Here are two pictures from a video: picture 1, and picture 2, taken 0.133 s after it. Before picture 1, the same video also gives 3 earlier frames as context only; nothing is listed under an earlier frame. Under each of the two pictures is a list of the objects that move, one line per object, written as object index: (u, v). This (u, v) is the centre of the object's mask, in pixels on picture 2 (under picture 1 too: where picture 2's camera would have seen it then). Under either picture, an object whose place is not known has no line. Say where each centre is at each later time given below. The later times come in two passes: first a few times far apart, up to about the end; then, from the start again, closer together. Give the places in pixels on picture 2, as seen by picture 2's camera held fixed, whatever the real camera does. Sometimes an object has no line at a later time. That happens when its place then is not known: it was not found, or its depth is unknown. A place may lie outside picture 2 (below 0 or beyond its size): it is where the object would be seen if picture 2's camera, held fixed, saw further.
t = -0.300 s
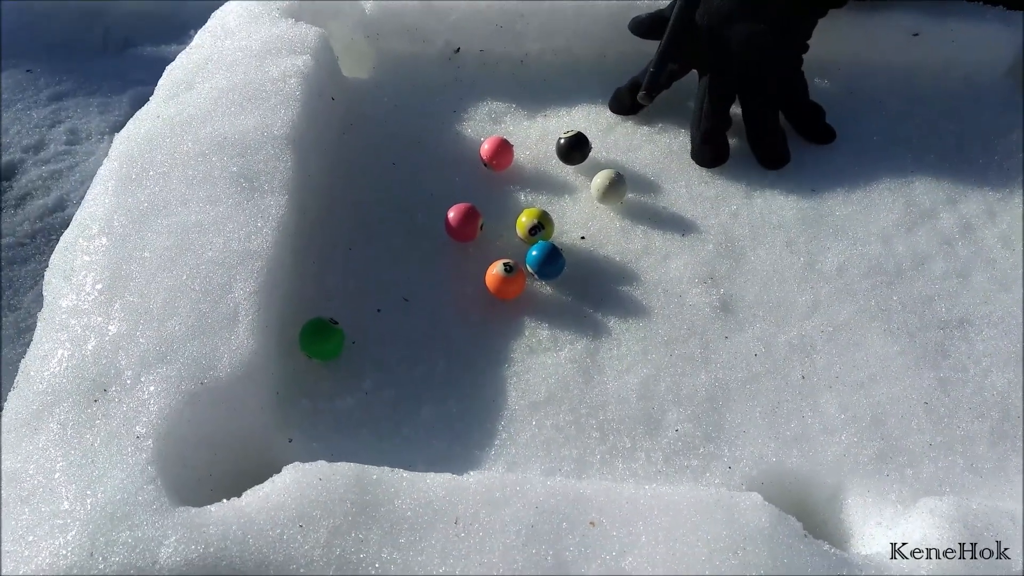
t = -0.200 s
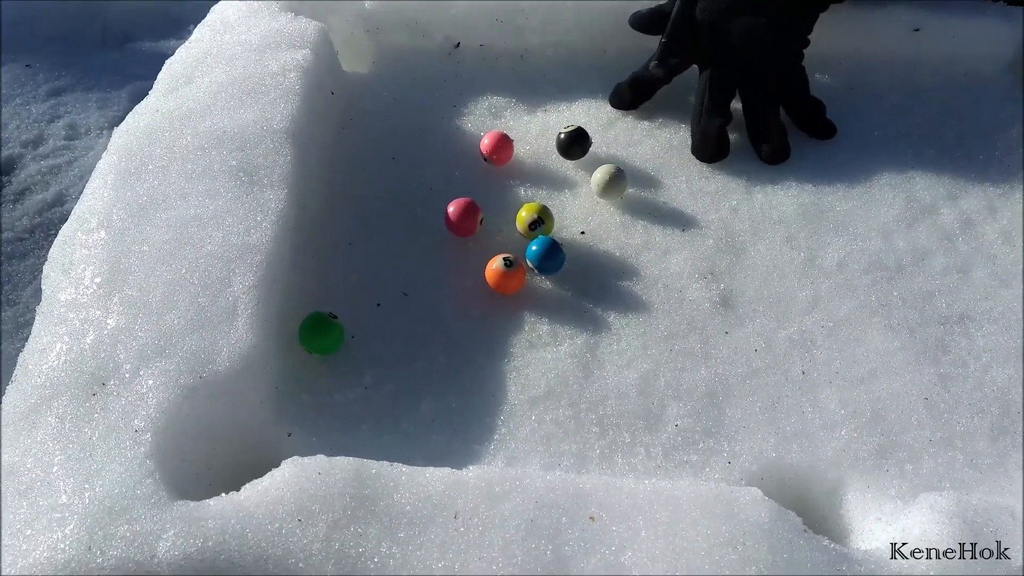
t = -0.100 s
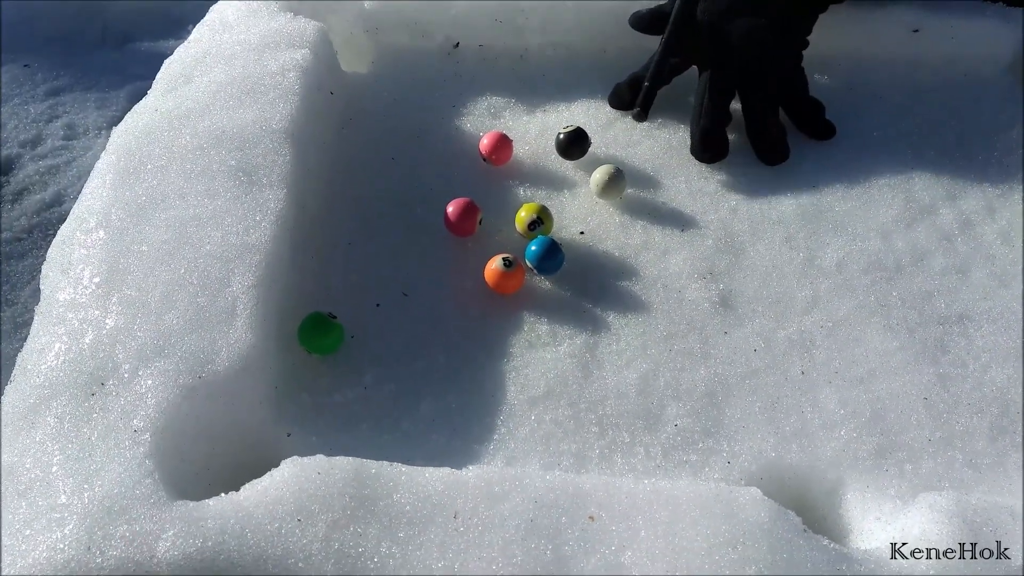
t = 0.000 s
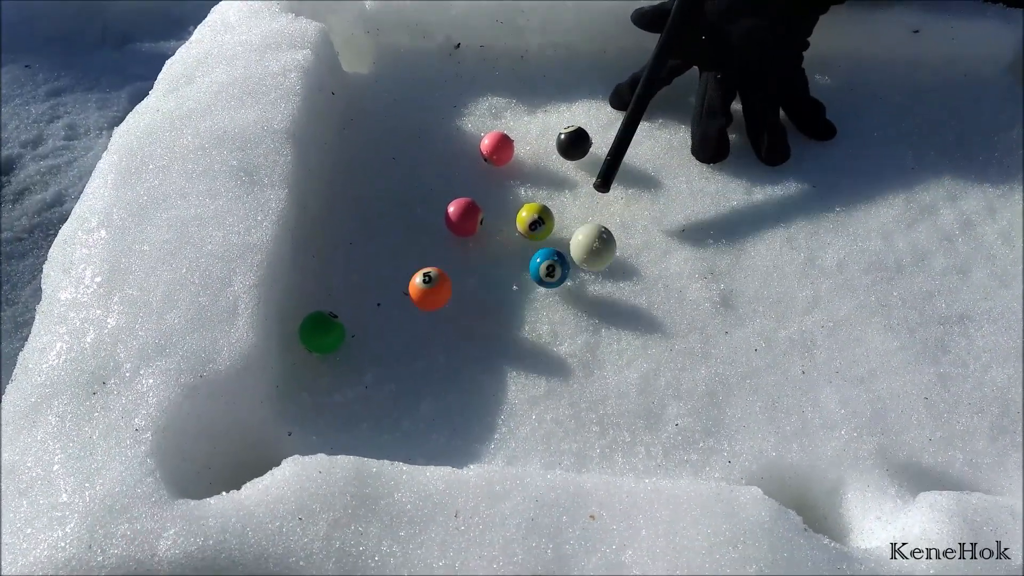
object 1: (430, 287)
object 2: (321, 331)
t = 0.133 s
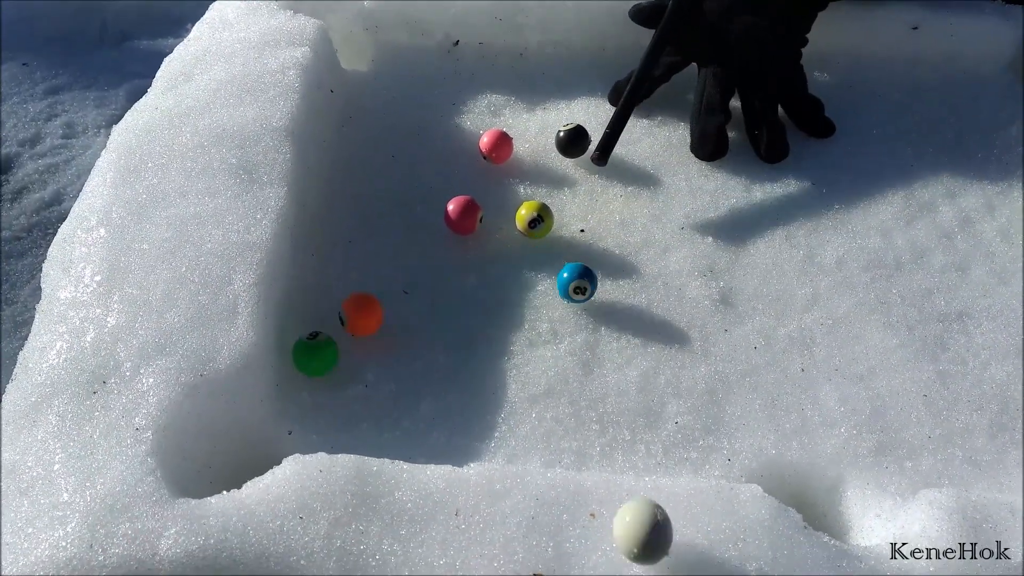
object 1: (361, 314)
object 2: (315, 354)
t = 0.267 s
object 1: (363, 310)
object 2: (329, 368)
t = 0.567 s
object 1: (409, 297)
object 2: (330, 370)
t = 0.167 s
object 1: (362, 312)
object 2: (319, 359)
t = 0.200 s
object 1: (363, 310)
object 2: (324, 363)
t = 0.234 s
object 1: (363, 309)
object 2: (327, 365)
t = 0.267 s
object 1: (363, 310)
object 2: (329, 368)
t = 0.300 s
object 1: (365, 311)
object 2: (330, 371)
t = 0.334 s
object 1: (367, 313)
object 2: (330, 371)
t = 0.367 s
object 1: (370, 315)
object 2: (330, 370)
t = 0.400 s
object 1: (374, 316)
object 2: (330, 370)
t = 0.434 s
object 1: (381, 314)
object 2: (330, 370)
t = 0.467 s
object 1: (386, 310)
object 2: (330, 370)
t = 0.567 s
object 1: (409, 297)
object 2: (330, 370)
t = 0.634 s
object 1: (424, 294)
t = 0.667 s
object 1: (431, 292)
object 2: (329, 370)
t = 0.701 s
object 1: (441, 288)
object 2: (329, 370)
